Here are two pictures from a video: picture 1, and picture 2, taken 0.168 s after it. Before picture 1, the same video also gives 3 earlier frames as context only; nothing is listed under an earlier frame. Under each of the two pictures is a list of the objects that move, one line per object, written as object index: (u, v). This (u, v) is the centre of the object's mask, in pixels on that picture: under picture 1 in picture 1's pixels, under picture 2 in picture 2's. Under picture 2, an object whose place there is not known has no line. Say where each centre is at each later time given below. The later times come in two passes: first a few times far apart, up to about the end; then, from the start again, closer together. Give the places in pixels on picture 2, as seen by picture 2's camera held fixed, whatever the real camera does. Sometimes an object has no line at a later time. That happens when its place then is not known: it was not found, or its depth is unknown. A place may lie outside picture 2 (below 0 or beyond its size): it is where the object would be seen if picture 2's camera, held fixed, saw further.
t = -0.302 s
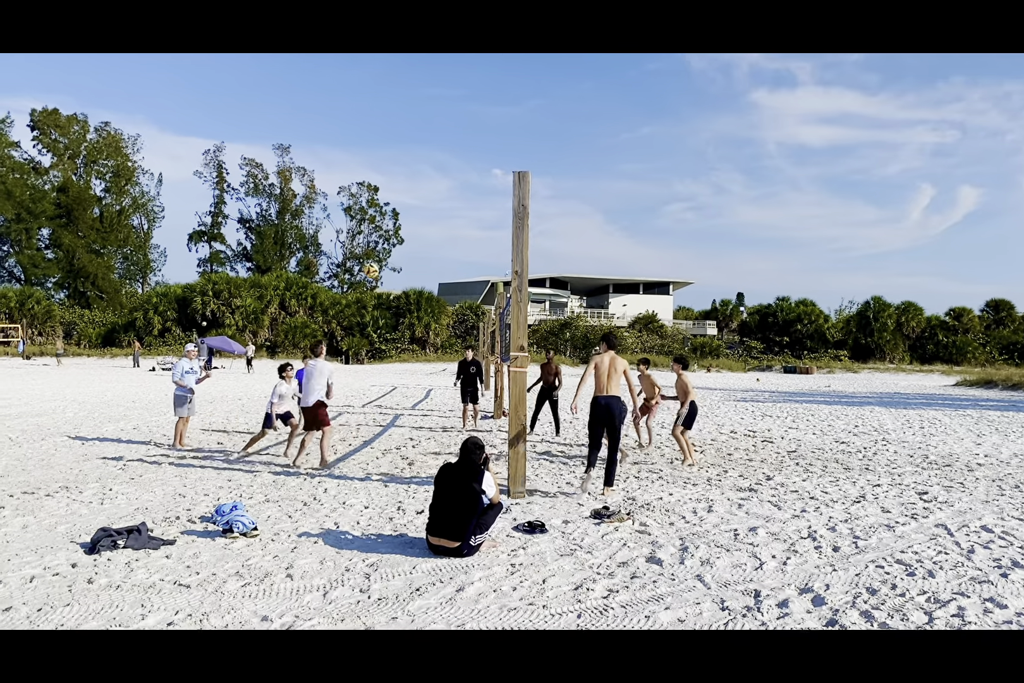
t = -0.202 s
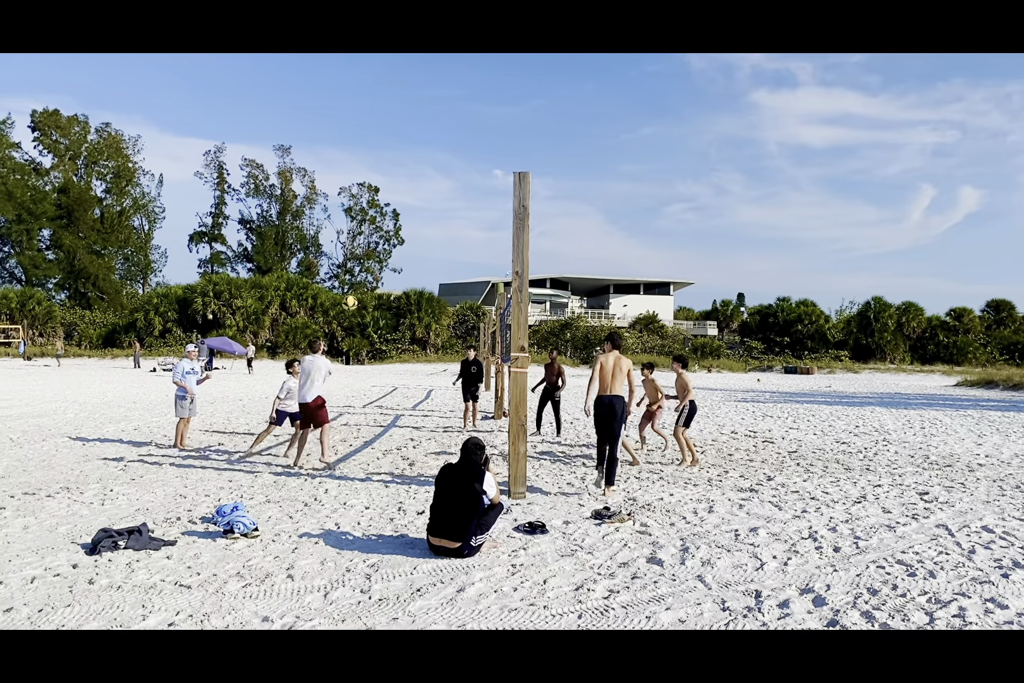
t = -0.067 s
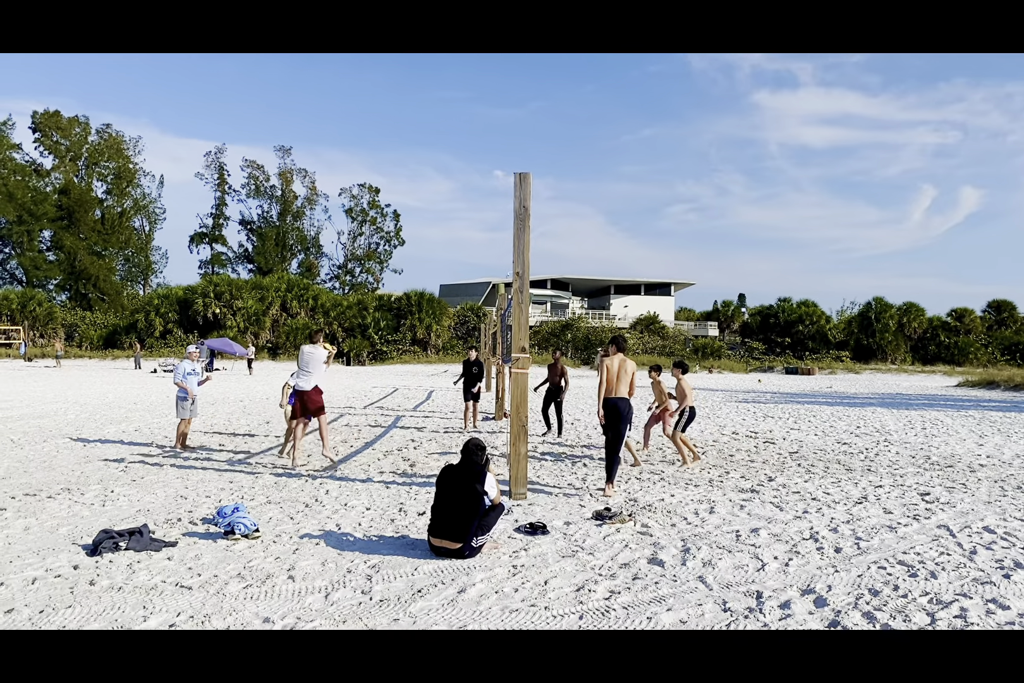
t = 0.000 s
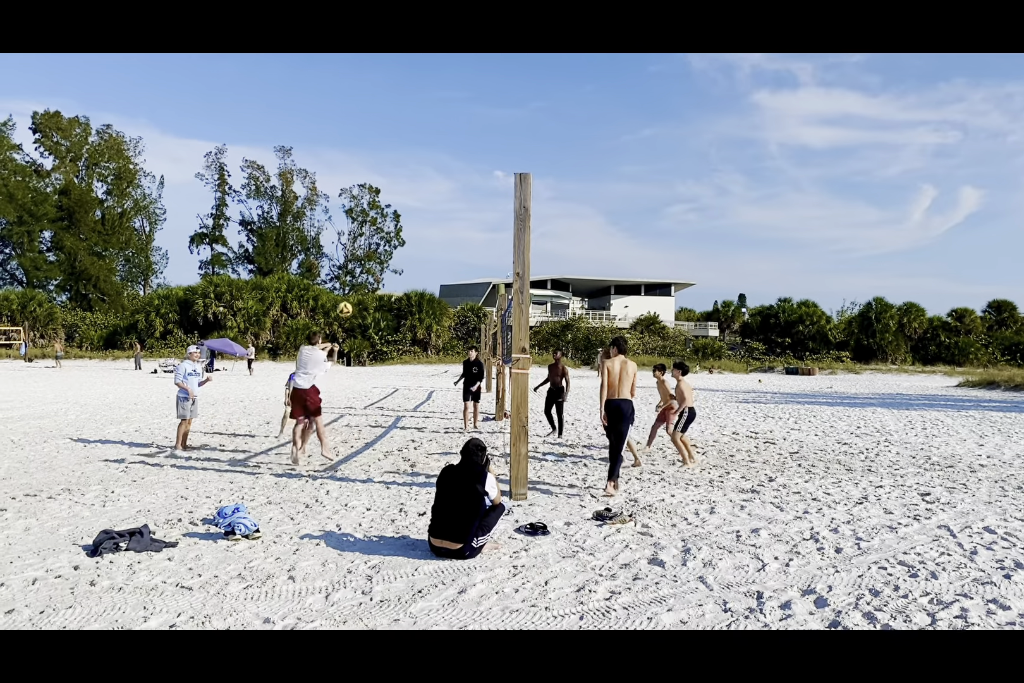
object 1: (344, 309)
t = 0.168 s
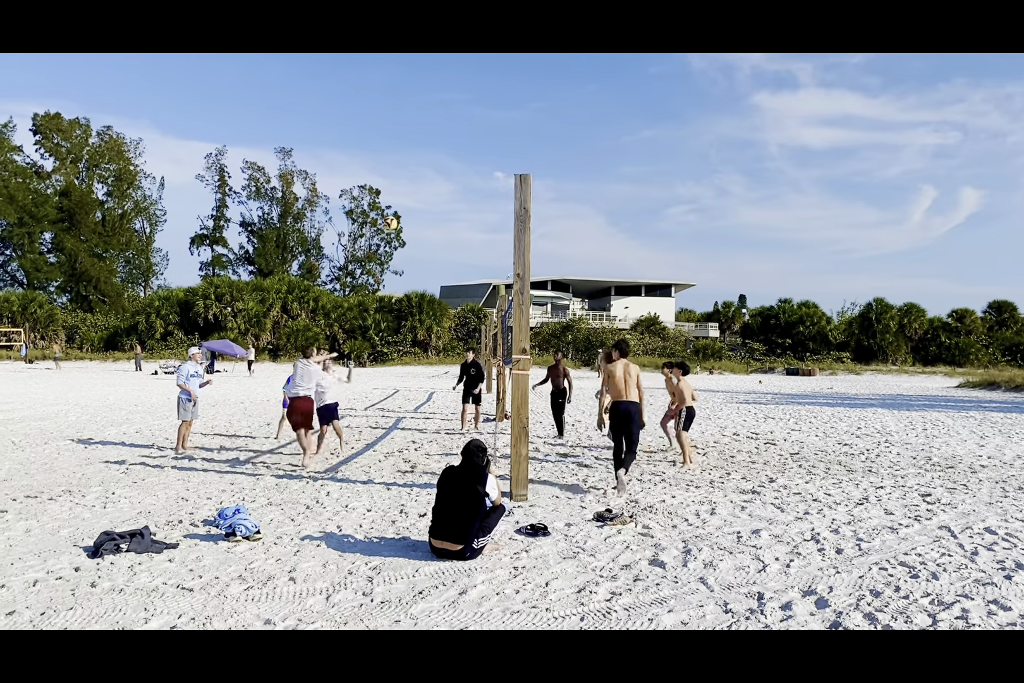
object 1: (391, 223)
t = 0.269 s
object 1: (415, 183)
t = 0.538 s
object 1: (476, 115)
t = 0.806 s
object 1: (527, 98)
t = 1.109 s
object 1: (576, 135)
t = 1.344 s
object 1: (608, 199)
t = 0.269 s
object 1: (415, 183)
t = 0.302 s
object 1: (423, 172)
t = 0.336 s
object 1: (431, 161)
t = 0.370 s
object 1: (439, 152)
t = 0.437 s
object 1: (454, 135)
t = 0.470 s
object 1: (462, 127)
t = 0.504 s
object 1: (469, 121)
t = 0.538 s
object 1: (476, 115)
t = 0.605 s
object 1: (490, 106)
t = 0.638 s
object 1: (496, 103)
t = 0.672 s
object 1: (503, 100)
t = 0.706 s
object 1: (509, 99)
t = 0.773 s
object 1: (521, 98)
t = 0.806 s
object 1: (527, 98)
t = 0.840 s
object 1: (533, 99)
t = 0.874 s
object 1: (539, 101)
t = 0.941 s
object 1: (550, 108)
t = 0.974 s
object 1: (556, 112)
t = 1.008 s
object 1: (561, 116)
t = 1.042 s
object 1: (566, 122)
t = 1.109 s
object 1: (576, 135)
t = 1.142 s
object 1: (581, 142)
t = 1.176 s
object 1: (586, 149)
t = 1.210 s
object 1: (590, 158)
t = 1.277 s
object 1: (599, 178)
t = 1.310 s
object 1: (604, 188)
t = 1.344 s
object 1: (608, 199)
